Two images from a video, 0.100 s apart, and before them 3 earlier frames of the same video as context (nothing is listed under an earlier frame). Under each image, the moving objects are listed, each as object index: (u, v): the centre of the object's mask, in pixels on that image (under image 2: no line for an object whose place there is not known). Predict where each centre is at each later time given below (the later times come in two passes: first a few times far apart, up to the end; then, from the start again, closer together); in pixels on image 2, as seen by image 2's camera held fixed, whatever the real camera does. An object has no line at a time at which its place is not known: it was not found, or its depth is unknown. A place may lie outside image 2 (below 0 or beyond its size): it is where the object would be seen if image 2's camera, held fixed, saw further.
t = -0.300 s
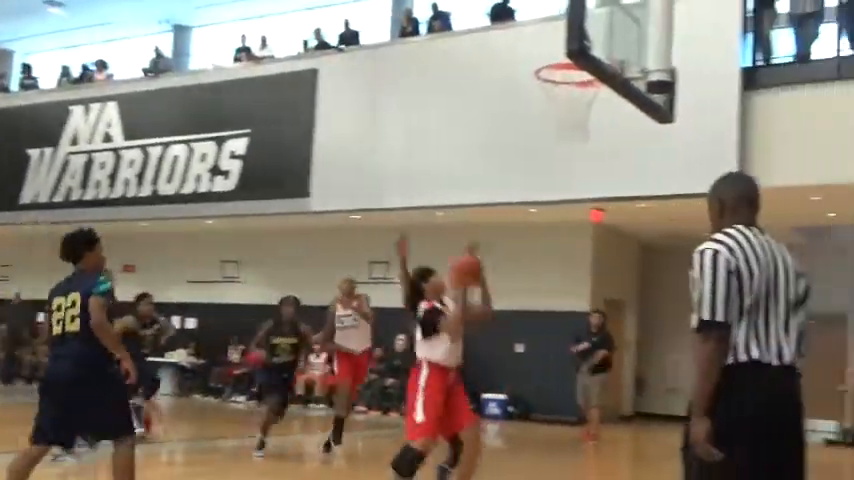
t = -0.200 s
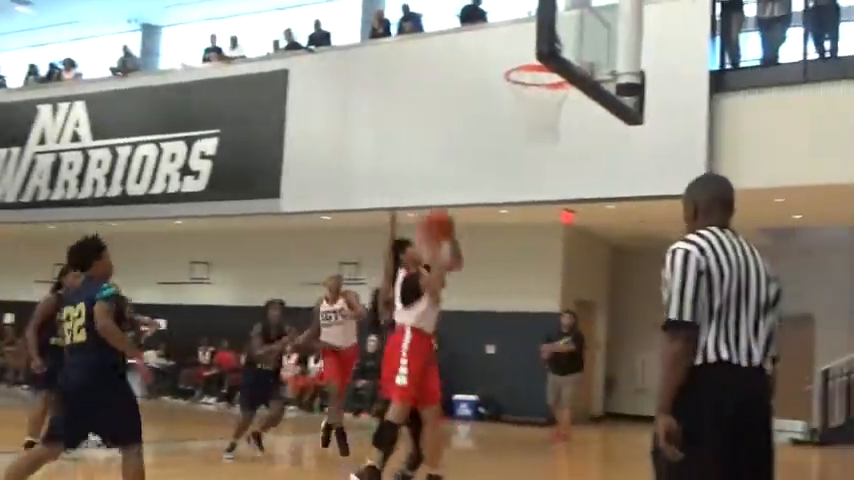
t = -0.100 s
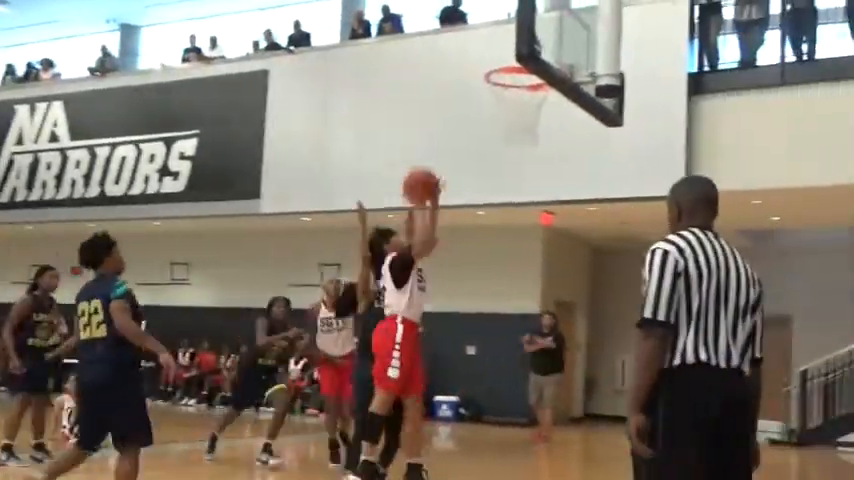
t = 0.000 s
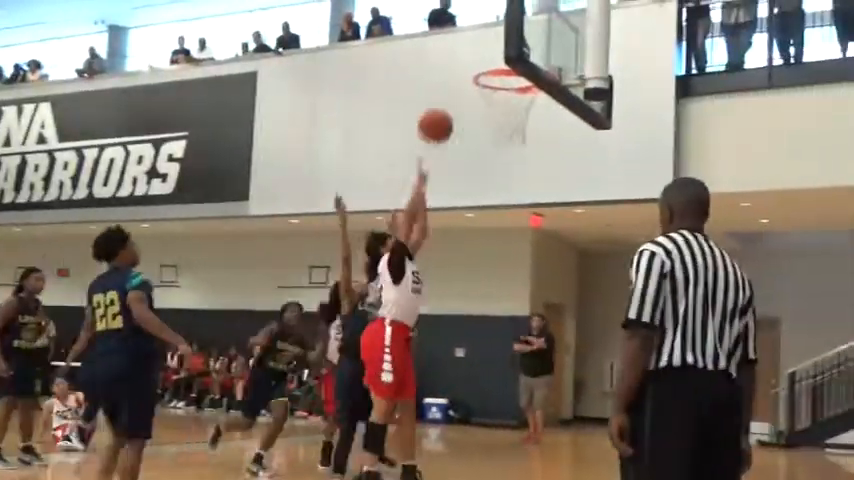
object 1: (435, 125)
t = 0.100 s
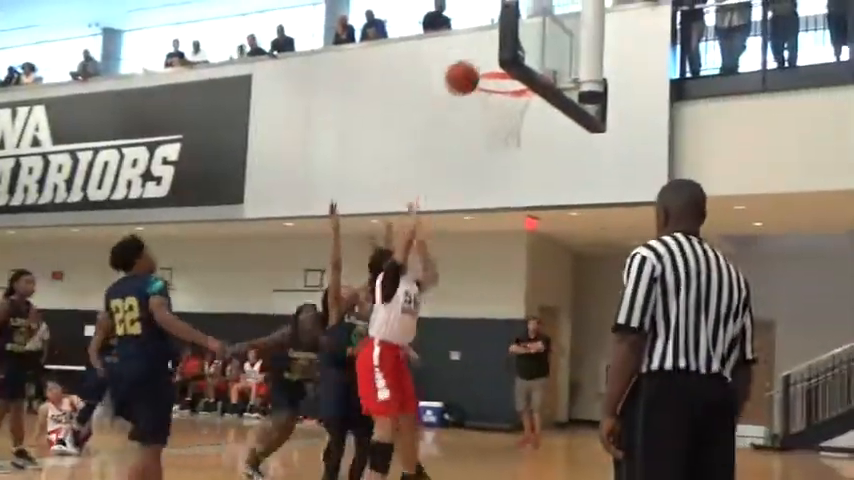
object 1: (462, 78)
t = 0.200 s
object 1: (488, 42)
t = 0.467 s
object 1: (494, 37)
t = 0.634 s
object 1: (490, 77)
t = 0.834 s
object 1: (503, 115)
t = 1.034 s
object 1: (514, 144)
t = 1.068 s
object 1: (515, 153)
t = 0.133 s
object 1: (472, 64)
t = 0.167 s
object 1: (481, 52)
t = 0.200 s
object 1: (488, 42)
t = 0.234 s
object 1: (493, 33)
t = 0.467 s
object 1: (494, 37)
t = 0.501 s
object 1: (492, 45)
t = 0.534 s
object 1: (489, 54)
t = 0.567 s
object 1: (486, 62)
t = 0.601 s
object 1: (488, 72)
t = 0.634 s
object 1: (490, 77)
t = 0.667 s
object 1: (493, 88)
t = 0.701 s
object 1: (495, 93)
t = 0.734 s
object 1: (497, 99)
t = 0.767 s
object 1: (499, 108)
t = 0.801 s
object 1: (500, 112)
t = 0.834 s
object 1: (503, 115)
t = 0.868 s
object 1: (506, 116)
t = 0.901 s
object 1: (507, 120)
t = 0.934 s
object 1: (510, 123)
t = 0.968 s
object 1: (511, 128)
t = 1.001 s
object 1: (513, 134)
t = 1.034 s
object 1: (514, 144)
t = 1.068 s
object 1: (515, 153)
